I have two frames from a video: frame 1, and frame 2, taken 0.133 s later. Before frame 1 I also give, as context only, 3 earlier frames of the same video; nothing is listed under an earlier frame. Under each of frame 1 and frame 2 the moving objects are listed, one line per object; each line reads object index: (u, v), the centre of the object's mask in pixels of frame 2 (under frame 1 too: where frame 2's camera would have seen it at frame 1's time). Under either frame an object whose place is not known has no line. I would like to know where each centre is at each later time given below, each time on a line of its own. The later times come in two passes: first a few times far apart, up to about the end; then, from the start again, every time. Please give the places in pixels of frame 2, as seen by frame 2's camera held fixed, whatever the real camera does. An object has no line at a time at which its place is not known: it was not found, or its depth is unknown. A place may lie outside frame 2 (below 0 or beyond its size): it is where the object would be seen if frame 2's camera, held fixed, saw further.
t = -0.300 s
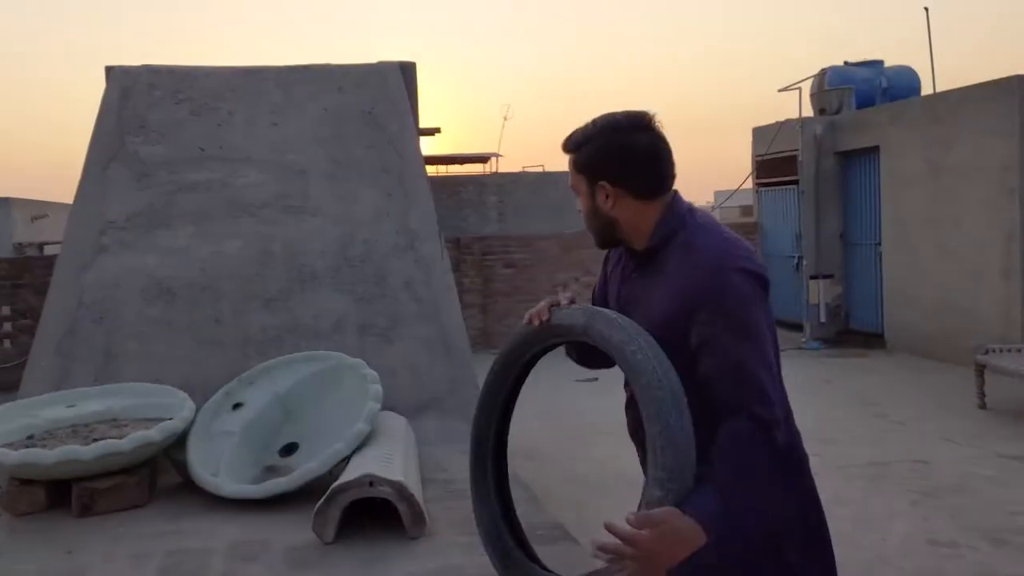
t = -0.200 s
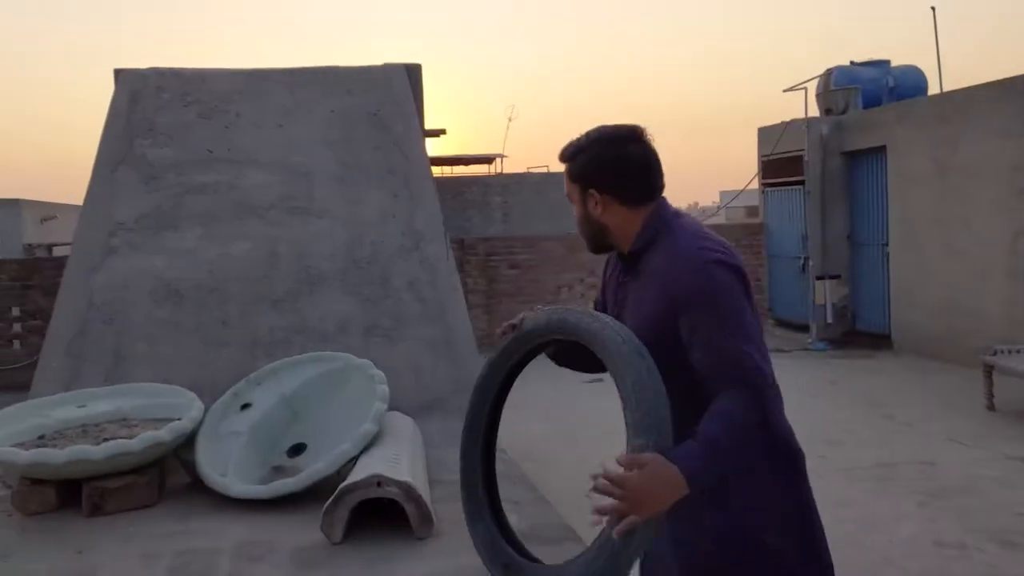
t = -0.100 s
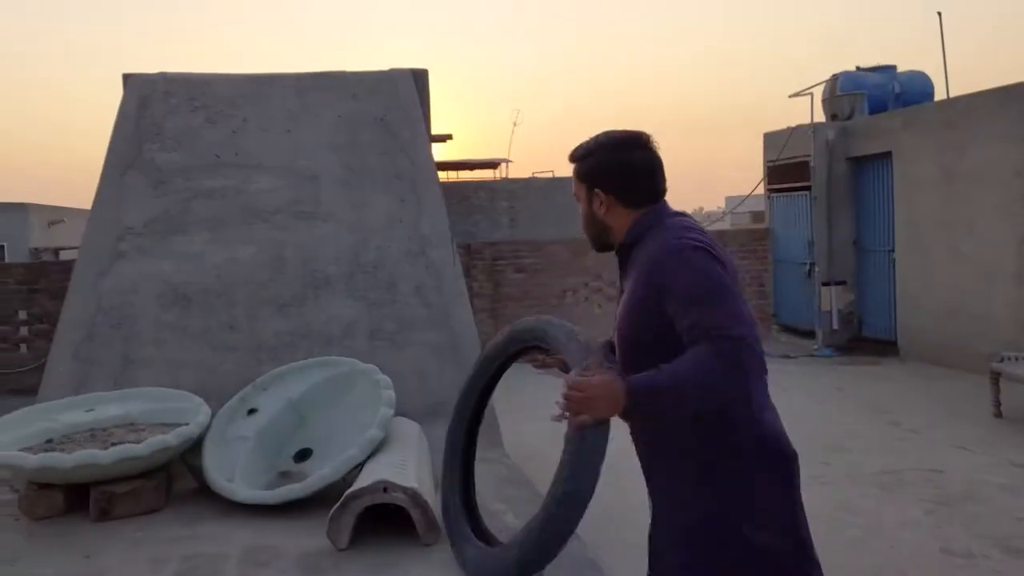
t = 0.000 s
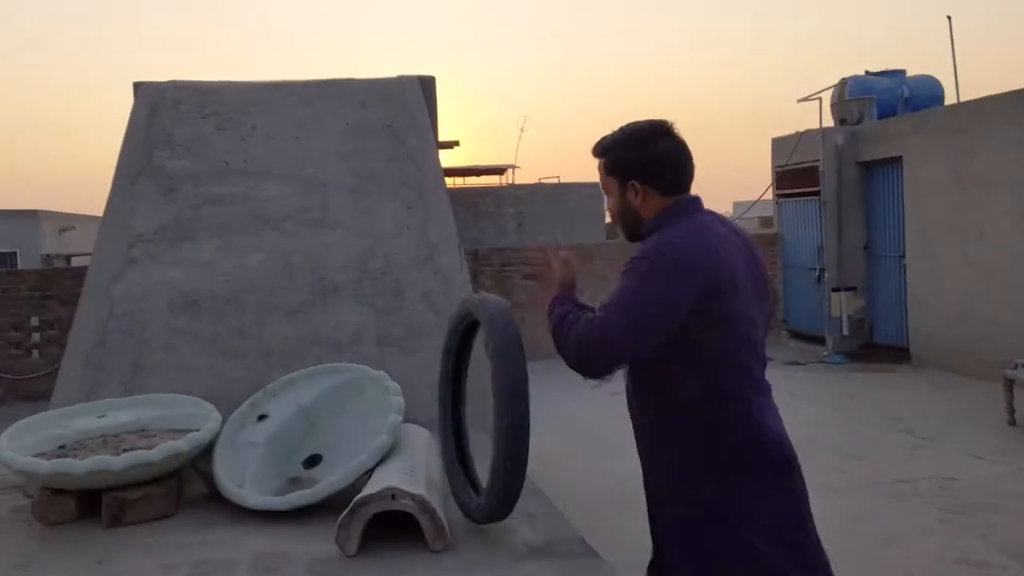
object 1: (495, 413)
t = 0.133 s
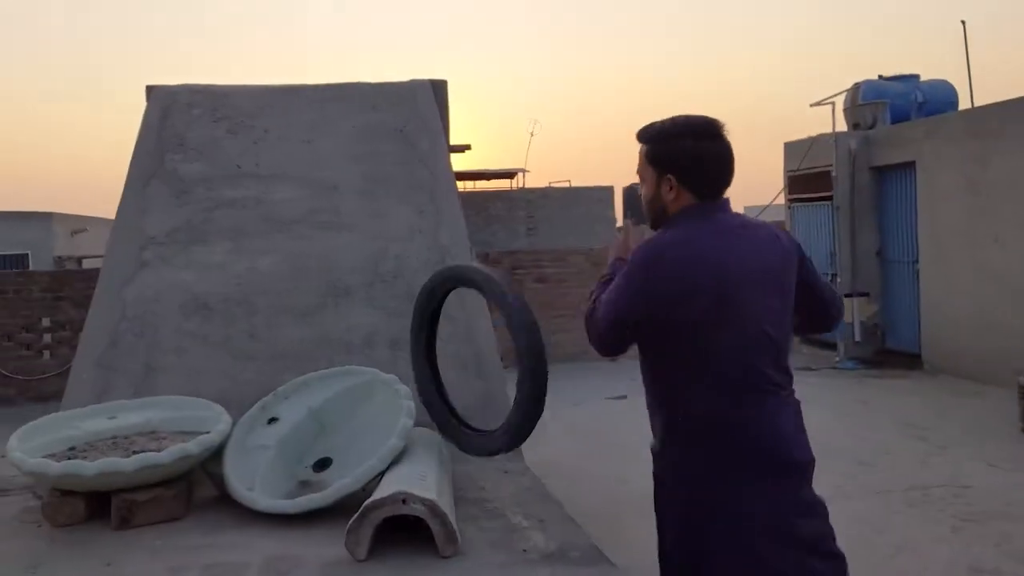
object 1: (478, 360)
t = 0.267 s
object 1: (481, 341)
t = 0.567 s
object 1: (492, 254)
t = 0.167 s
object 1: (479, 349)
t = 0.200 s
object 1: (479, 345)
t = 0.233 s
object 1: (480, 343)
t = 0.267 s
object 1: (481, 341)
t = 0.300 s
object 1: (481, 341)
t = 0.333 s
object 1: (480, 335)
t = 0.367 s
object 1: (480, 319)
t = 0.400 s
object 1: (483, 304)
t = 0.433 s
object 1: (486, 290)
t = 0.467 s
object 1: (488, 281)
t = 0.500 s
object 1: (489, 273)
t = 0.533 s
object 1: (490, 265)
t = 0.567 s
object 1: (492, 254)
